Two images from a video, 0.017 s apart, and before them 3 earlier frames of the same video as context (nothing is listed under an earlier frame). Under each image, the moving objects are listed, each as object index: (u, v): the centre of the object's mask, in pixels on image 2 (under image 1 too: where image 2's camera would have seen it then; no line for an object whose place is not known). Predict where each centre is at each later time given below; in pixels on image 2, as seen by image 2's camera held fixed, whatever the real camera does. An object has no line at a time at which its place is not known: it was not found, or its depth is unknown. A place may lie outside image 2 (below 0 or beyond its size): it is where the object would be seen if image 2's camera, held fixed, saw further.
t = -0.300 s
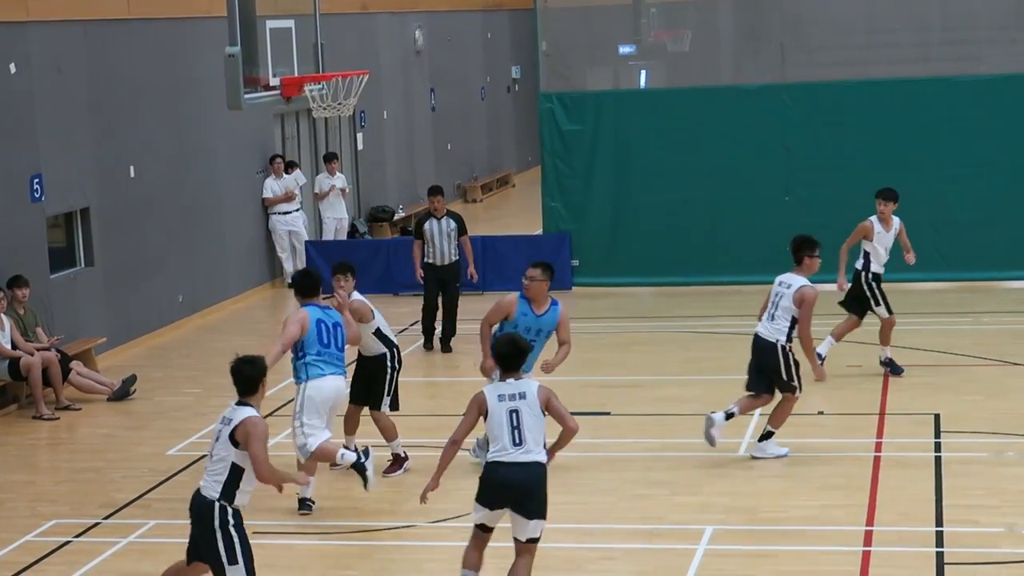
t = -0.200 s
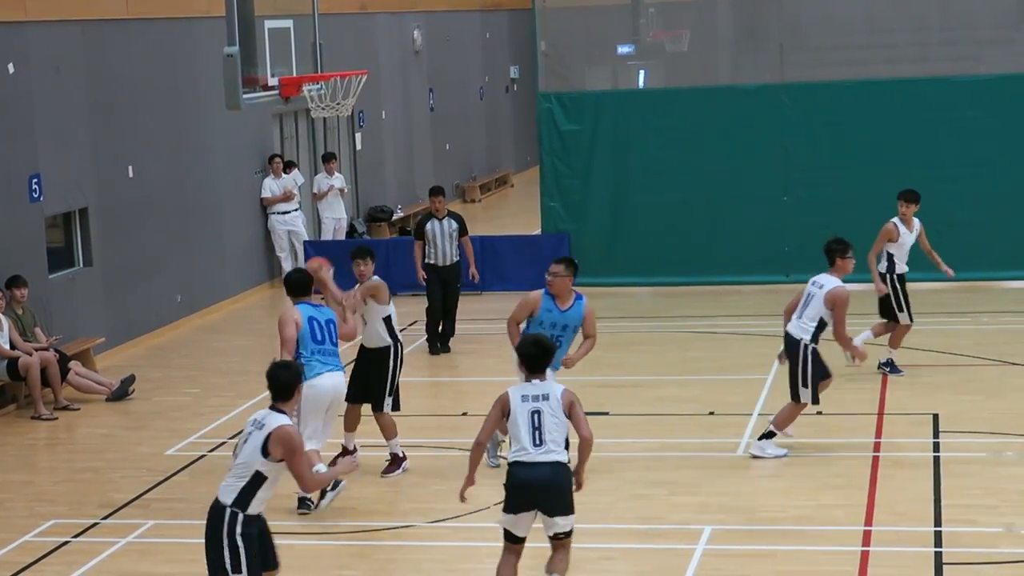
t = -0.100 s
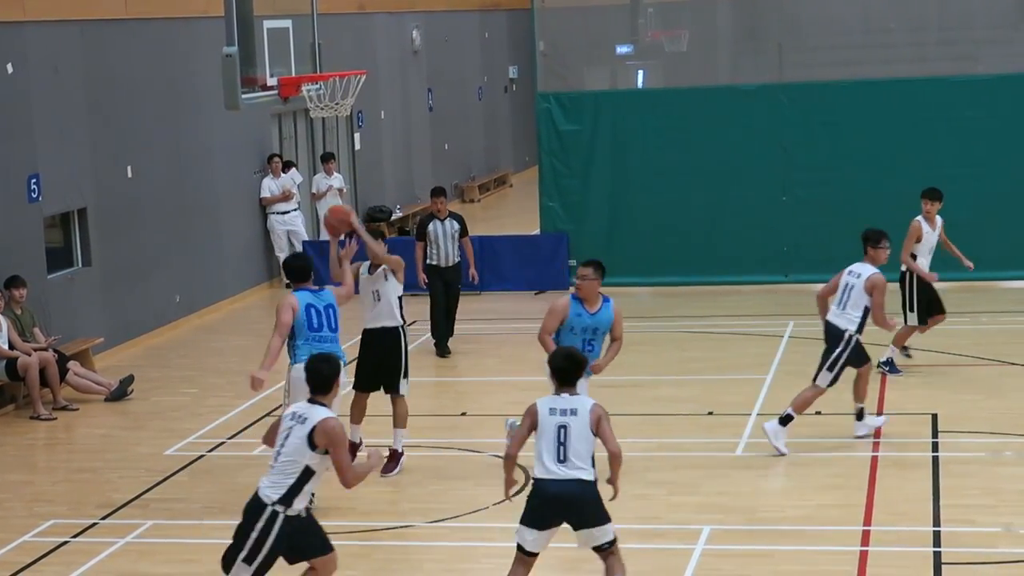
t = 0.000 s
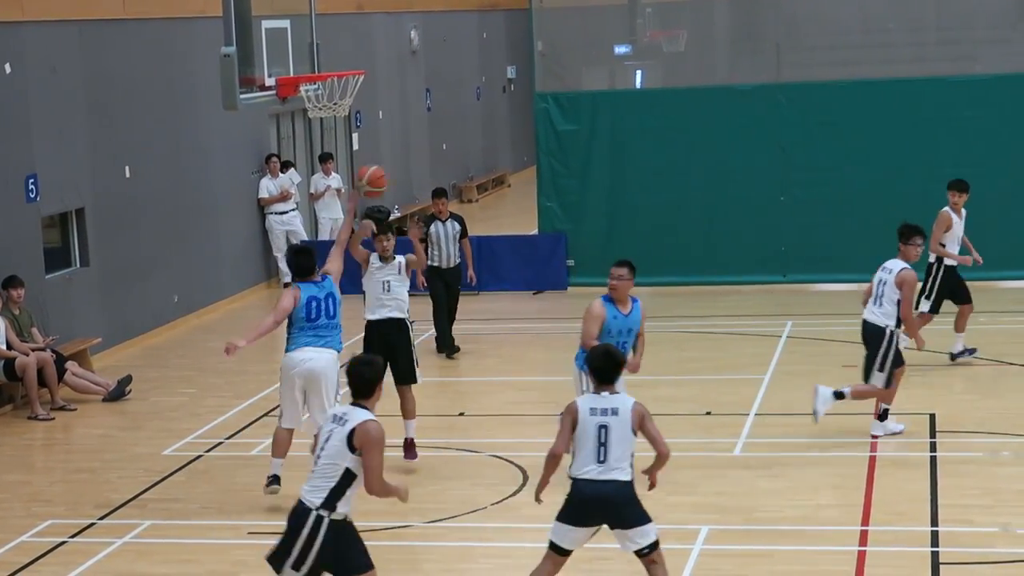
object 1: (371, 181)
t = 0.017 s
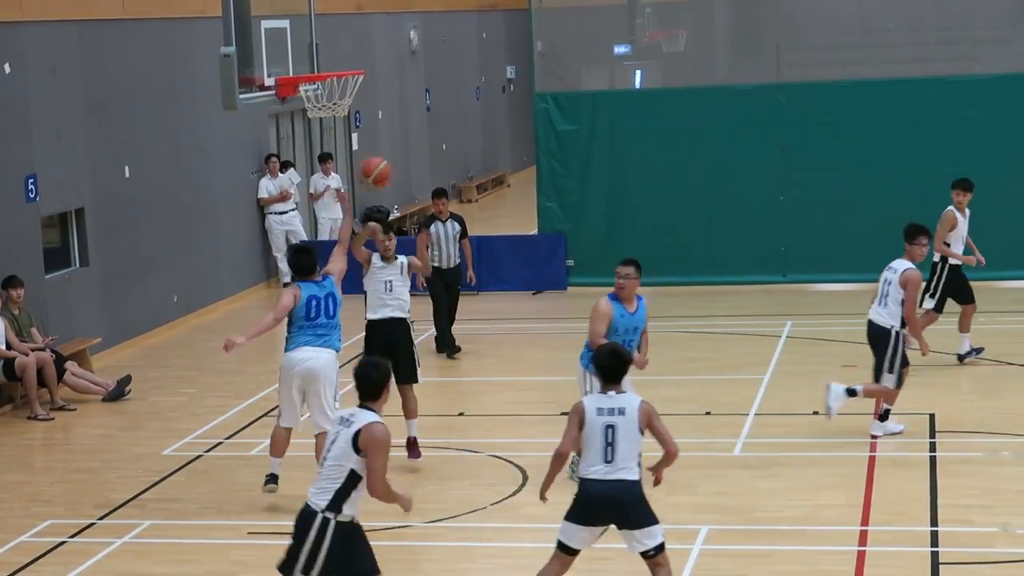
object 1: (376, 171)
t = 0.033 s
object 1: (380, 165)
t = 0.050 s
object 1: (384, 157)
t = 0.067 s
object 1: (388, 150)
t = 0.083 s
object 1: (394, 144)
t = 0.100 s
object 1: (398, 137)
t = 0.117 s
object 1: (403, 131)
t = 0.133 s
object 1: (408, 126)
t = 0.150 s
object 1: (412, 120)
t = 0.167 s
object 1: (417, 115)
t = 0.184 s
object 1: (422, 110)
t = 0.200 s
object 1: (427, 105)
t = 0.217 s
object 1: (432, 102)
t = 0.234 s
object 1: (436, 97)
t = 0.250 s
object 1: (442, 94)
